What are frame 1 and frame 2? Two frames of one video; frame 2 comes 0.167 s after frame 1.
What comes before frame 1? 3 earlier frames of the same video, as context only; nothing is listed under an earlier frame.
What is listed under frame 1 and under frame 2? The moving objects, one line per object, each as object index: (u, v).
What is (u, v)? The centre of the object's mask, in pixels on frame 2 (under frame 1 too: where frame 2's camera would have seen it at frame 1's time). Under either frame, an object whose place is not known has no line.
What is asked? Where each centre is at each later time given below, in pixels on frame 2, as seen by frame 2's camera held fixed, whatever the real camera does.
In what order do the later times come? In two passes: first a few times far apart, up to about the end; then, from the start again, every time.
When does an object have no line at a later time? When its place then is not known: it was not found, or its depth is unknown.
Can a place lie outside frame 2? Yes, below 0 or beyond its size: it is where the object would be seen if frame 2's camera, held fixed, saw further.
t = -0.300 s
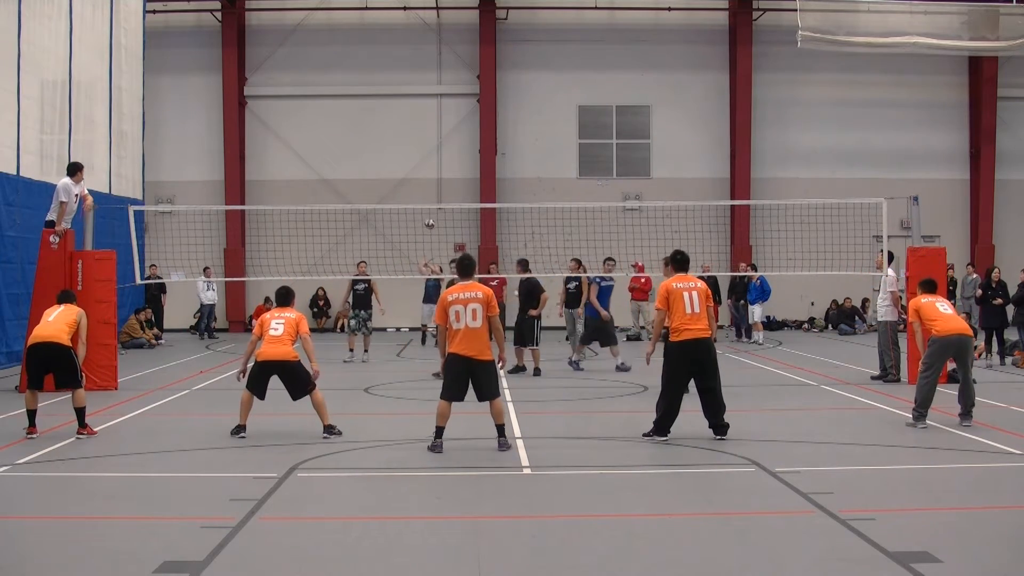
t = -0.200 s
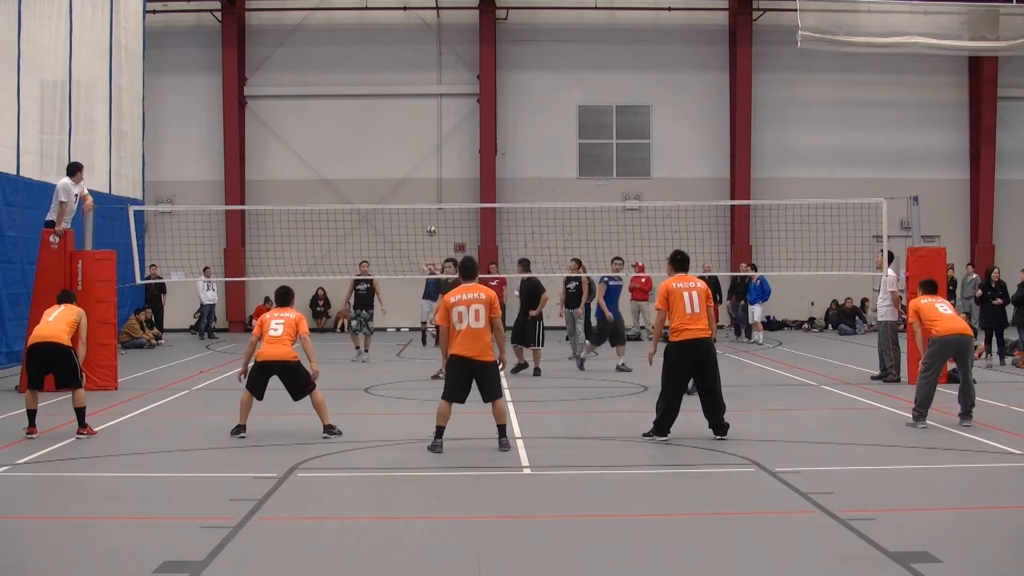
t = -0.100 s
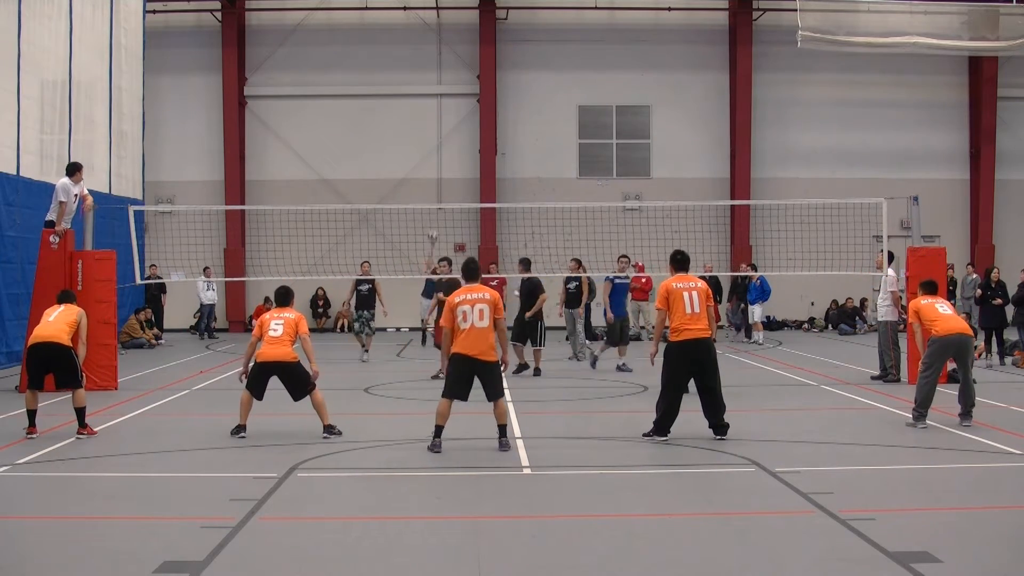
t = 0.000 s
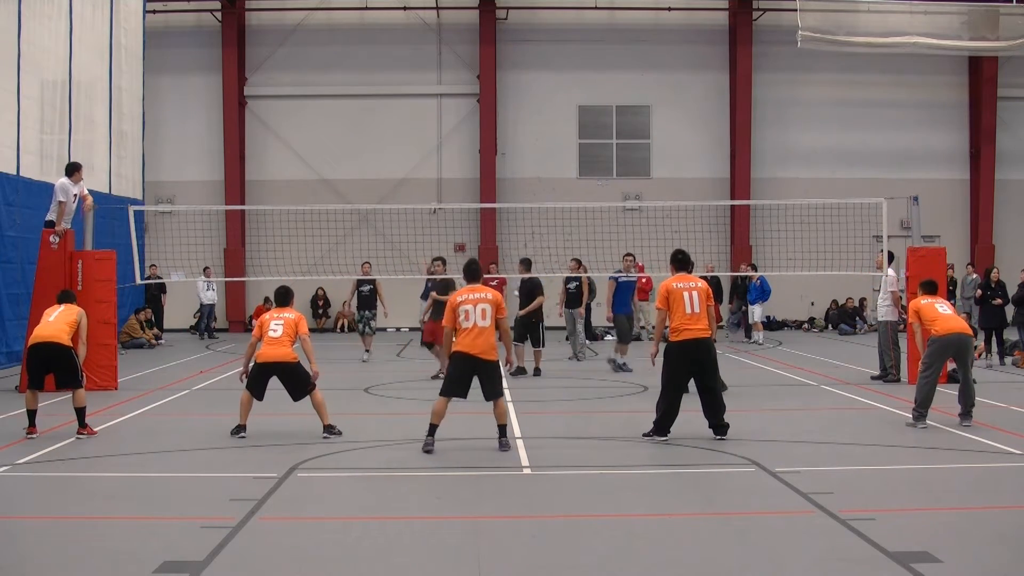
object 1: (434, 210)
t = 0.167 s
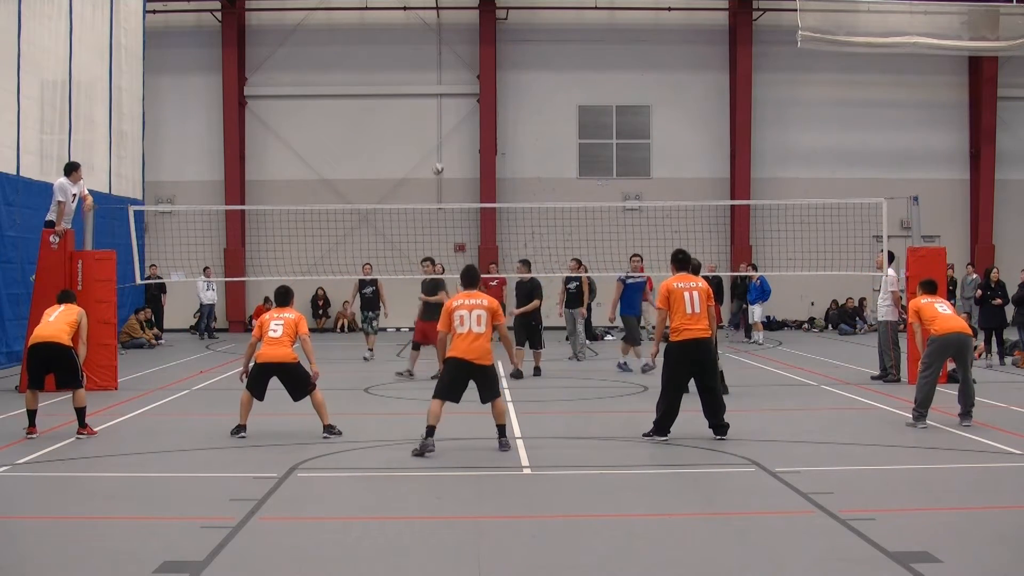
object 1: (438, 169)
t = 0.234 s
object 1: (440, 156)
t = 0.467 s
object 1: (450, 128)
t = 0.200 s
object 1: (439, 163)
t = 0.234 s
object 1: (440, 156)
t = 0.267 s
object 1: (441, 151)
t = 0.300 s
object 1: (442, 145)
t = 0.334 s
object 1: (444, 141)
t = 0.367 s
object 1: (445, 137)
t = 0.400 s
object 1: (447, 133)
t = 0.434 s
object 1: (448, 131)
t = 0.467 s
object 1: (450, 128)
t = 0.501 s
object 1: (452, 127)
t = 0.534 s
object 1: (454, 126)
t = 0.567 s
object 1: (456, 126)
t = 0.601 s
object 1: (458, 127)
